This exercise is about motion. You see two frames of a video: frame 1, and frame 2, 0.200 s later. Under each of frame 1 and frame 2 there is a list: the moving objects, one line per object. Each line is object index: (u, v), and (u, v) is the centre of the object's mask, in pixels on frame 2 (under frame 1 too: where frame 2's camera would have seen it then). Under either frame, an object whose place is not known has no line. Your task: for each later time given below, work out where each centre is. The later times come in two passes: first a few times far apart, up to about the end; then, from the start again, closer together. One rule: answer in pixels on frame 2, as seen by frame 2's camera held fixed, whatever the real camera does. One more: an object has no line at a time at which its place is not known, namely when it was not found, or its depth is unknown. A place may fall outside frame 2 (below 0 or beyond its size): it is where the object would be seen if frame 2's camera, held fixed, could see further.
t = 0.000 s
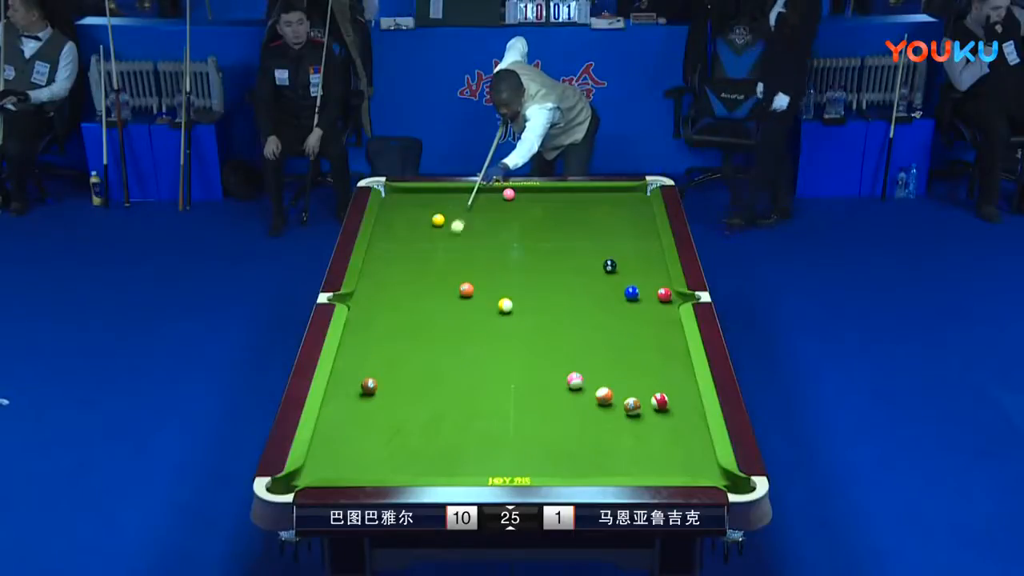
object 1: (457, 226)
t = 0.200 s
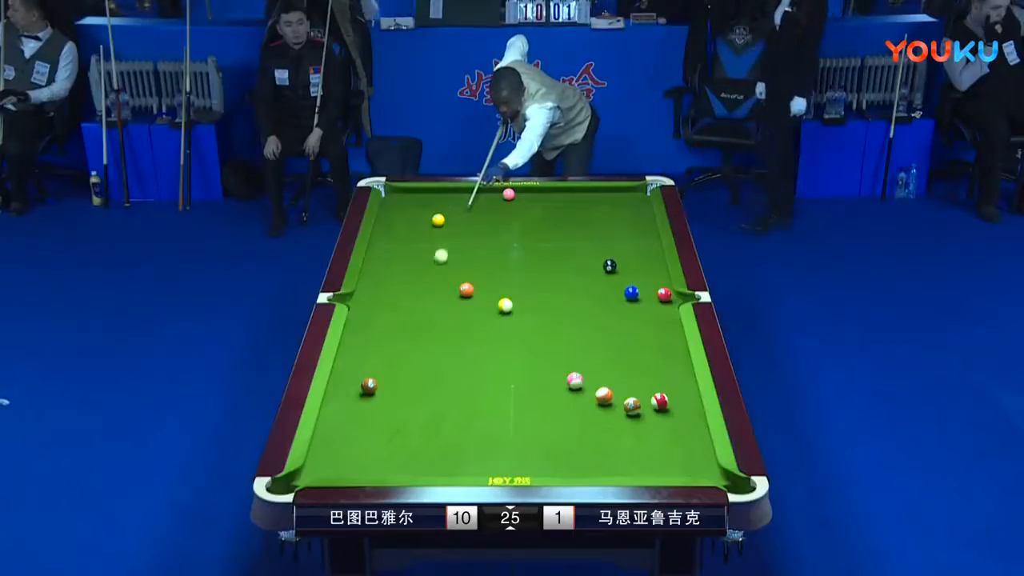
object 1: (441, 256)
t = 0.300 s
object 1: (433, 270)
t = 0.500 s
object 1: (417, 299)
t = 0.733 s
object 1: (395, 337)
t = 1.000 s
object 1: (374, 378)
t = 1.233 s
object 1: (369, 387)
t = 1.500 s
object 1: (364, 398)
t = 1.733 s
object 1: (359, 408)
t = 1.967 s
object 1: (354, 418)
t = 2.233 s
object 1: (348, 428)
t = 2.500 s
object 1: (343, 438)
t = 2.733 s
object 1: (340, 443)
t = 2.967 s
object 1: (340, 445)
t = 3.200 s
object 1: (340, 445)
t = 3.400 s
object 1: (339, 446)
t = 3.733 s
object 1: (340, 445)
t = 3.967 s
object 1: (340, 445)
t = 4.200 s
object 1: (340, 445)
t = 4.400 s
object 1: (340, 445)
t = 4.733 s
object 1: (340, 445)
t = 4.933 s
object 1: (340, 445)
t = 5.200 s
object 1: (340, 445)
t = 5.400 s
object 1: (340, 445)
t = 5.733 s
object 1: (340, 445)
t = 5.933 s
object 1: (340, 445)
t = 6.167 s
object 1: (340, 445)
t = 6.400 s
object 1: (340, 445)
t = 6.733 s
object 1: (340, 445)
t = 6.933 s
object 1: (340, 445)
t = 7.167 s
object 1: (340, 445)
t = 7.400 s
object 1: (340, 445)
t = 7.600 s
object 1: (340, 445)
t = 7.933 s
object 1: (340, 445)
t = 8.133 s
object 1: (340, 445)
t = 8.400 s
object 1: (340, 445)
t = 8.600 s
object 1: (340, 445)
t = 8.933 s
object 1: (340, 445)
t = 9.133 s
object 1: (340, 445)
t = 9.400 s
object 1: (340, 445)
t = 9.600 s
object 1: (340, 445)
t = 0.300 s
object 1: (433, 270)
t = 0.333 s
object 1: (430, 274)
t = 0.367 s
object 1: (428, 279)
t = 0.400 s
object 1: (425, 284)
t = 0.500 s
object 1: (417, 299)
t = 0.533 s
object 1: (414, 304)
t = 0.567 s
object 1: (411, 310)
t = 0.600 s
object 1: (408, 316)
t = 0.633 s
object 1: (405, 320)
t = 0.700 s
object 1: (398, 332)
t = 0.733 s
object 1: (395, 337)
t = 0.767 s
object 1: (392, 343)
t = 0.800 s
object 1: (389, 349)
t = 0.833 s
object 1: (386, 354)
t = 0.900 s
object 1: (379, 367)
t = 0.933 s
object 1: (377, 372)
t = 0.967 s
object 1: (374, 376)
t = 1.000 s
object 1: (374, 378)
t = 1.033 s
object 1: (373, 378)
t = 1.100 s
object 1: (372, 381)
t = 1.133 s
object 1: (371, 383)
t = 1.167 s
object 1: (371, 384)
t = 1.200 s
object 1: (370, 386)
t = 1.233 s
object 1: (369, 387)
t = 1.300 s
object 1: (368, 390)
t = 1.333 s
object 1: (367, 392)
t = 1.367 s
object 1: (366, 393)
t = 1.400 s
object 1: (366, 394)
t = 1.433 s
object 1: (365, 396)
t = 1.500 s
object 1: (364, 398)
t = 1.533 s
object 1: (363, 400)
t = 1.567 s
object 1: (362, 401)
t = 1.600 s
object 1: (362, 403)
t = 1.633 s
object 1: (361, 405)
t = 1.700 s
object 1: (360, 407)
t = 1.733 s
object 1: (359, 408)
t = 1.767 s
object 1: (358, 410)
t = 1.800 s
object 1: (357, 411)
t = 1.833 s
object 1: (357, 413)
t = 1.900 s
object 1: (355, 415)
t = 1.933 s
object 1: (355, 416)
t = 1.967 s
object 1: (354, 418)
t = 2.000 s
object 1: (353, 419)
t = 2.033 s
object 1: (352, 421)
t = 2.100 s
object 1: (351, 423)
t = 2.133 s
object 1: (350, 424)
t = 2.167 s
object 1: (350, 426)
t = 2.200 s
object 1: (349, 427)
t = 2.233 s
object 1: (348, 428)
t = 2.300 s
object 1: (347, 430)
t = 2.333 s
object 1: (346, 432)
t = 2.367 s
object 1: (346, 433)
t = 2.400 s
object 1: (345, 434)
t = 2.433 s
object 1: (344, 435)
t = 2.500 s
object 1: (343, 438)
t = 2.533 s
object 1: (342, 439)
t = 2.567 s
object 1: (342, 440)
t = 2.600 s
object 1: (341, 441)
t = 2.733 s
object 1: (340, 443)
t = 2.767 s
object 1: (339, 444)
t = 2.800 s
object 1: (339, 444)
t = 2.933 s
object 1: (339, 445)
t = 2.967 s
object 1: (340, 445)
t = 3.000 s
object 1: (340, 445)
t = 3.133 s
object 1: (340, 445)
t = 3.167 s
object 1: (340, 445)
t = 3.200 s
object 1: (340, 445)
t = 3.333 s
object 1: (340, 446)
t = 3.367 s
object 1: (339, 446)
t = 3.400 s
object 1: (339, 446)
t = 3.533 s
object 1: (339, 446)
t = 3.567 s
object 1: (340, 445)
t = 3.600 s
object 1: (340, 445)
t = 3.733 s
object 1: (340, 445)
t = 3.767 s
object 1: (340, 445)
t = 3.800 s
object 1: (340, 445)
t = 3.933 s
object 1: (340, 445)
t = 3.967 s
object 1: (340, 445)
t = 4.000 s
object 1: (340, 445)
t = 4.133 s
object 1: (340, 445)
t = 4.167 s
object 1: (340, 445)
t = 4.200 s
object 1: (340, 445)
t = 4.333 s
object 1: (340, 445)
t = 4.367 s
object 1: (340, 445)
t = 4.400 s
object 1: (340, 445)
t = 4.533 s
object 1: (340, 445)
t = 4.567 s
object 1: (340, 445)
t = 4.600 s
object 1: (340, 445)
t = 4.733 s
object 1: (340, 445)
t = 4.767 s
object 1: (340, 445)
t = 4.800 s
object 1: (340, 445)
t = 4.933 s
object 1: (340, 445)
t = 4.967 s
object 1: (340, 445)
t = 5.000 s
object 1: (340, 445)
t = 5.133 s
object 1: (340, 445)
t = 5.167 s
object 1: (340, 445)
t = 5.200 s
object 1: (340, 445)
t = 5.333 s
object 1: (340, 445)
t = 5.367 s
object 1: (340, 445)
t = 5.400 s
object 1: (340, 445)
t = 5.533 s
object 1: (340, 445)
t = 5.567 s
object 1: (340, 445)
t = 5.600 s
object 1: (340, 445)
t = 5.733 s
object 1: (340, 445)
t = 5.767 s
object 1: (340, 445)
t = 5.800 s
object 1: (340, 445)
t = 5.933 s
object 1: (340, 445)
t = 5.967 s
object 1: (340, 445)
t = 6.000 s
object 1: (340, 445)
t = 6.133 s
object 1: (340, 445)
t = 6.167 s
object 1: (340, 445)
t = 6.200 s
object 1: (340, 445)
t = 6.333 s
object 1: (340, 445)
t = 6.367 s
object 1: (340, 445)
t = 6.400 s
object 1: (340, 445)
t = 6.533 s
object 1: (340, 445)
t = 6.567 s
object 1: (340, 445)
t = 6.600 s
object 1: (340, 445)
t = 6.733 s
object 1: (340, 445)
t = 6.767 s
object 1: (340, 445)
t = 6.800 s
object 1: (340, 445)
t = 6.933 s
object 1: (340, 445)
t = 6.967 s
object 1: (340, 445)
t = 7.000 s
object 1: (340, 445)
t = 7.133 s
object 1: (340, 445)
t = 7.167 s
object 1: (340, 445)
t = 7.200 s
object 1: (340, 445)
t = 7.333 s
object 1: (340, 445)
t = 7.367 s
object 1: (340, 445)
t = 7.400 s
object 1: (340, 445)
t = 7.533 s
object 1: (340, 445)
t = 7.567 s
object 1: (340, 445)
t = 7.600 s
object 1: (340, 445)
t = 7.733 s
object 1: (340, 445)
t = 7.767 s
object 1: (340, 445)
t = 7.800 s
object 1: (340, 445)
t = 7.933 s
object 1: (340, 445)
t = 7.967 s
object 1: (340, 445)
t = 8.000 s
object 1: (340, 445)
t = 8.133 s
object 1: (340, 445)
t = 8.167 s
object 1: (340, 445)
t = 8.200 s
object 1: (340, 445)
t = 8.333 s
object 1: (340, 445)
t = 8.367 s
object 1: (340, 445)
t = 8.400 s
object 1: (340, 445)
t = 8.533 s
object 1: (340, 445)
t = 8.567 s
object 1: (340, 445)
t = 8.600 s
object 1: (340, 445)
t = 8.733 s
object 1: (340, 445)
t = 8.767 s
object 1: (340, 445)
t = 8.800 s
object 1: (340, 445)
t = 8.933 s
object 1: (340, 445)
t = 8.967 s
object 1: (340, 445)
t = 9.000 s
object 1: (340, 445)
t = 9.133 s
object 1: (340, 445)
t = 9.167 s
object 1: (340, 445)
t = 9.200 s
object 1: (340, 445)
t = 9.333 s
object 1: (340, 445)
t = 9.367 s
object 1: (340, 445)
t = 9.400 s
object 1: (340, 445)
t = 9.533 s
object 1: (340, 445)
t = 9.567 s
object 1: (340, 445)
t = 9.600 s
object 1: (340, 445)
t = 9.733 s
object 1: (340, 445)
